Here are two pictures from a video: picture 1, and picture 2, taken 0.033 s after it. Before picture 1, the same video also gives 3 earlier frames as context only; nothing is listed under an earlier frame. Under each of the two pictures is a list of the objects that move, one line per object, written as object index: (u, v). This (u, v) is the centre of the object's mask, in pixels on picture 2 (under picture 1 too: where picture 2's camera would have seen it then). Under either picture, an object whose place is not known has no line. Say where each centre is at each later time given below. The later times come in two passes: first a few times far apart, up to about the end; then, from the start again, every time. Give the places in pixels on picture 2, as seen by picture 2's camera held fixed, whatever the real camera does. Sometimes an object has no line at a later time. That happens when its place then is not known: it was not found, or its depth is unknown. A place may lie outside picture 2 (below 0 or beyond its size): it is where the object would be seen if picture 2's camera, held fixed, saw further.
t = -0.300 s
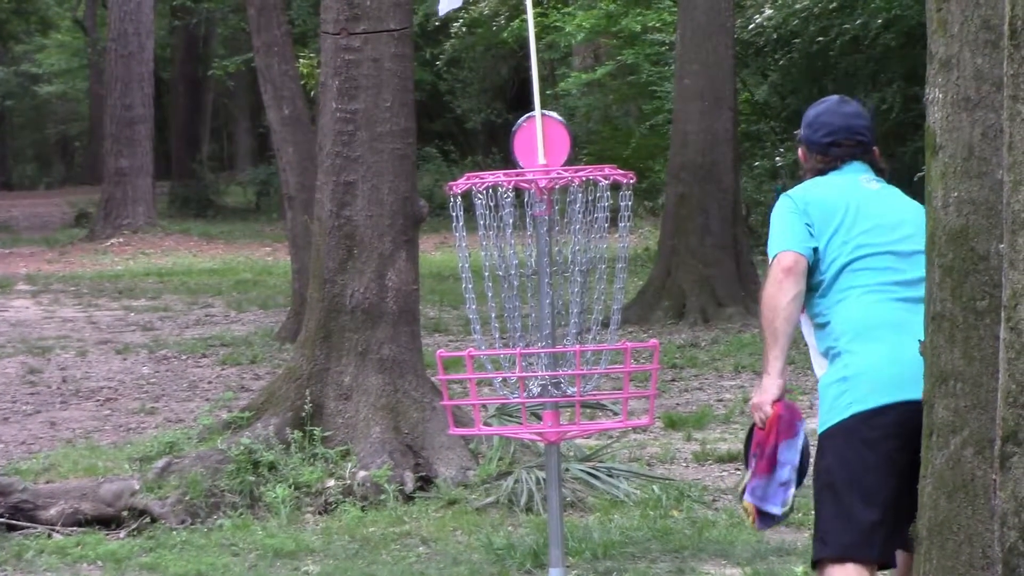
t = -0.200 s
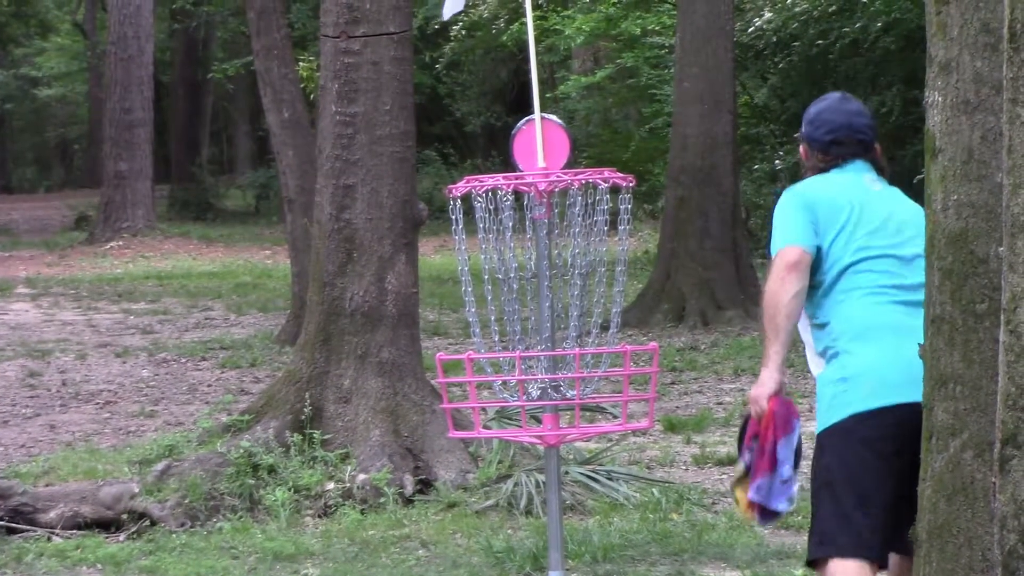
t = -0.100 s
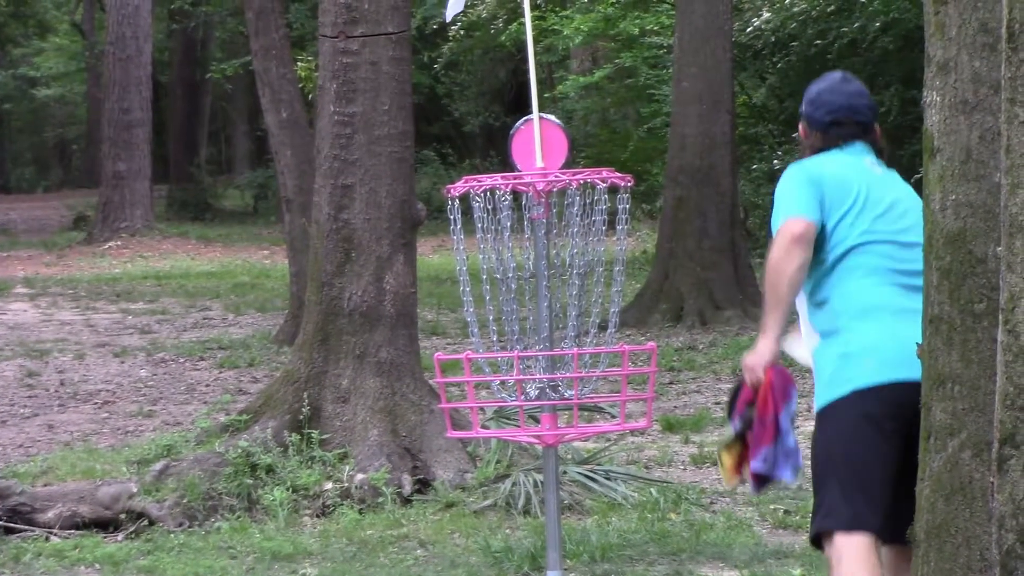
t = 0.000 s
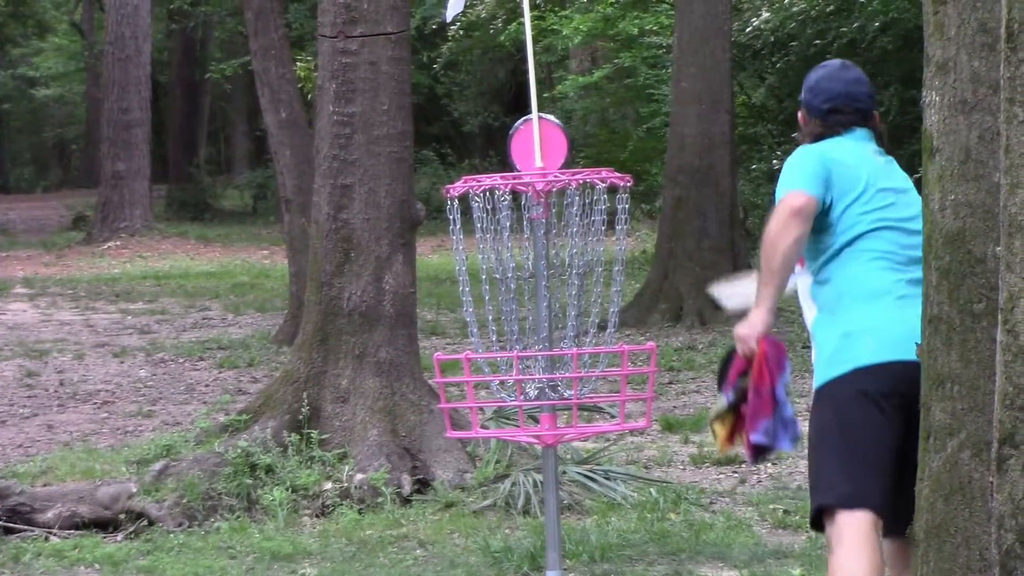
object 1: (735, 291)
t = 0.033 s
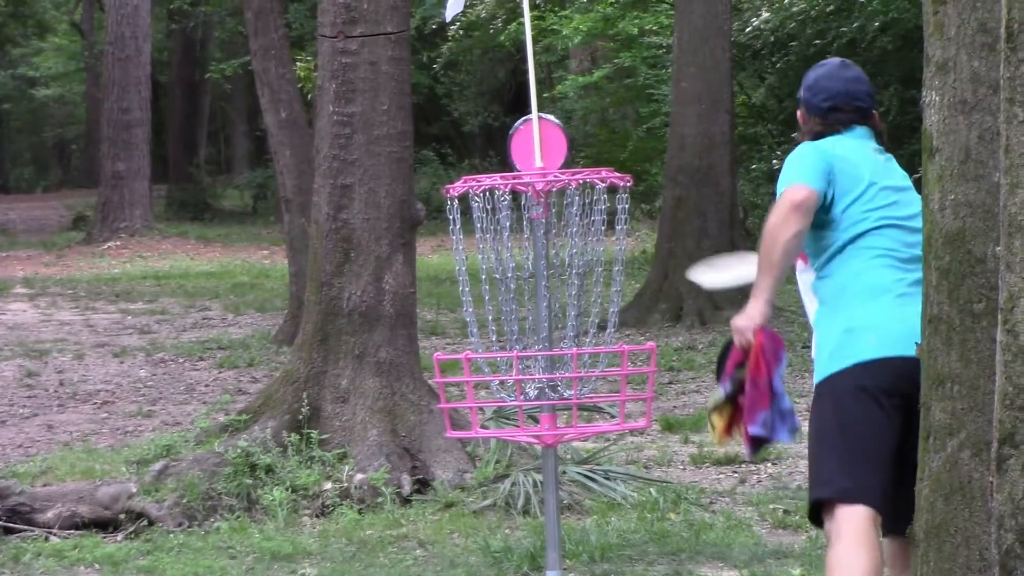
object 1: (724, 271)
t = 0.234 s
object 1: (617, 252)
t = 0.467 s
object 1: (515, 312)
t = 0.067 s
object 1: (713, 260)
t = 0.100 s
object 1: (694, 253)
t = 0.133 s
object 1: (673, 247)
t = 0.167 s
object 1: (656, 247)
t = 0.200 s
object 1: (638, 248)
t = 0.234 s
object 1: (617, 252)
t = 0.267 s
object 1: (601, 259)
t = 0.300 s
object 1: (584, 266)
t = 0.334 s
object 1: (565, 279)
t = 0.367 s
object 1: (544, 293)
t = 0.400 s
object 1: (534, 299)
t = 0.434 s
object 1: (525, 306)
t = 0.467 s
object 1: (515, 312)
